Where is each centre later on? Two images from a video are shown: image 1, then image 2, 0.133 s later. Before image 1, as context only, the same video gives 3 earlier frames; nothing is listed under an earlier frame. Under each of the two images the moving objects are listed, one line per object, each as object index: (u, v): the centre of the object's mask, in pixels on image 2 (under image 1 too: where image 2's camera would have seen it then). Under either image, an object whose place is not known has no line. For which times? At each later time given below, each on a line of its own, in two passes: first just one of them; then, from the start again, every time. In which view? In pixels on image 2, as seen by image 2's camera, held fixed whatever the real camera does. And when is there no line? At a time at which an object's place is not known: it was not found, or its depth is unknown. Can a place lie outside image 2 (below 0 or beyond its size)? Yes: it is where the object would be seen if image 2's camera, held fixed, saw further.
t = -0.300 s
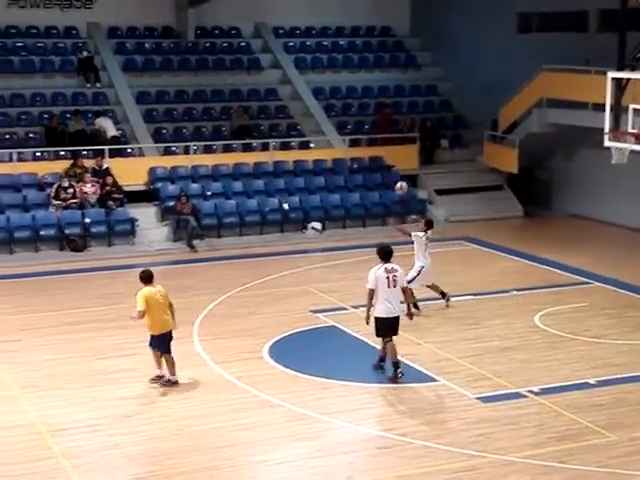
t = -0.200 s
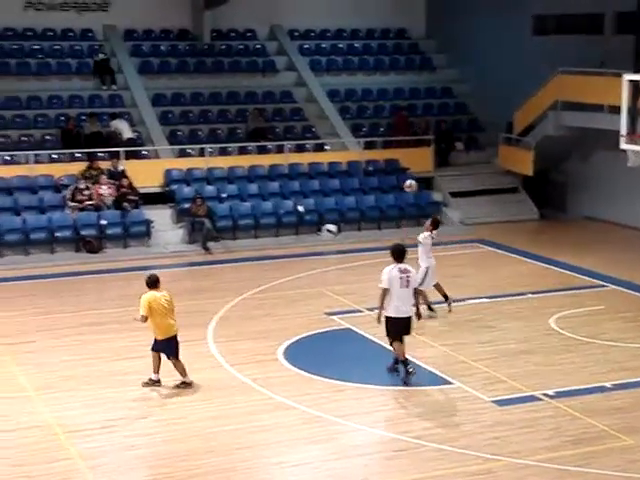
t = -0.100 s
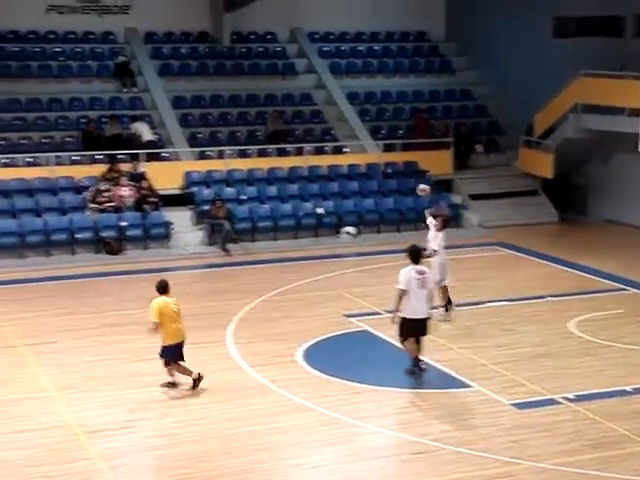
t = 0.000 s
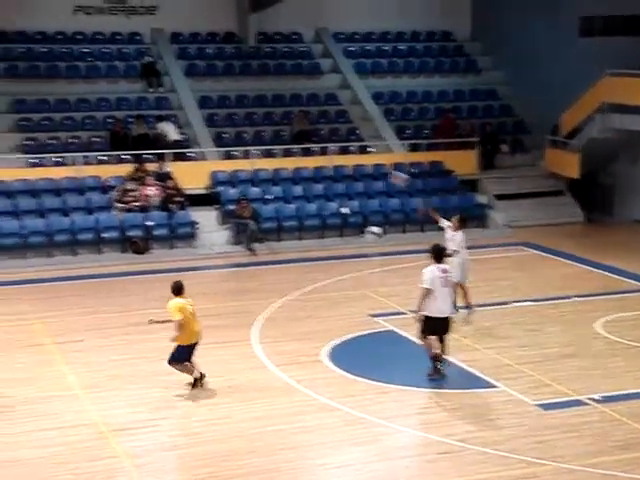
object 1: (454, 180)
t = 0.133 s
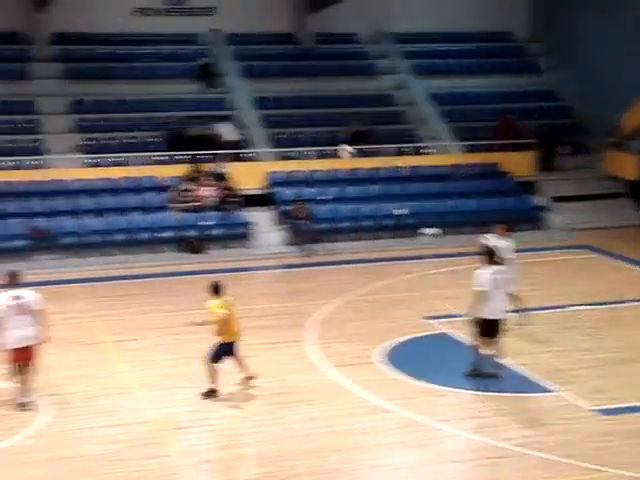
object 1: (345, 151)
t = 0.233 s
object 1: (264, 138)
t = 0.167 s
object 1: (318, 147)
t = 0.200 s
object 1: (289, 140)
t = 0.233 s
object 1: (264, 138)
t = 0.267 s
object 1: (235, 132)
